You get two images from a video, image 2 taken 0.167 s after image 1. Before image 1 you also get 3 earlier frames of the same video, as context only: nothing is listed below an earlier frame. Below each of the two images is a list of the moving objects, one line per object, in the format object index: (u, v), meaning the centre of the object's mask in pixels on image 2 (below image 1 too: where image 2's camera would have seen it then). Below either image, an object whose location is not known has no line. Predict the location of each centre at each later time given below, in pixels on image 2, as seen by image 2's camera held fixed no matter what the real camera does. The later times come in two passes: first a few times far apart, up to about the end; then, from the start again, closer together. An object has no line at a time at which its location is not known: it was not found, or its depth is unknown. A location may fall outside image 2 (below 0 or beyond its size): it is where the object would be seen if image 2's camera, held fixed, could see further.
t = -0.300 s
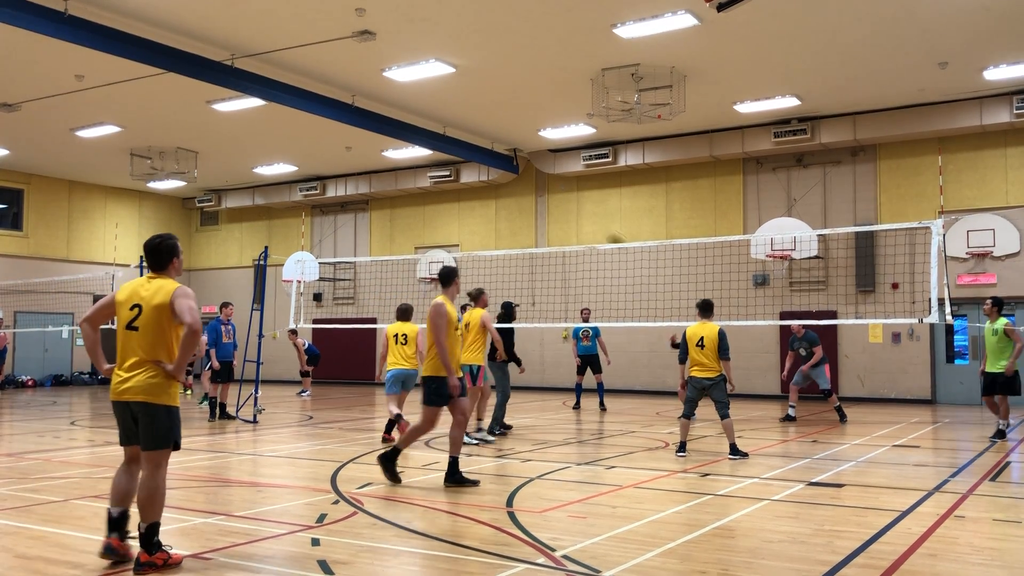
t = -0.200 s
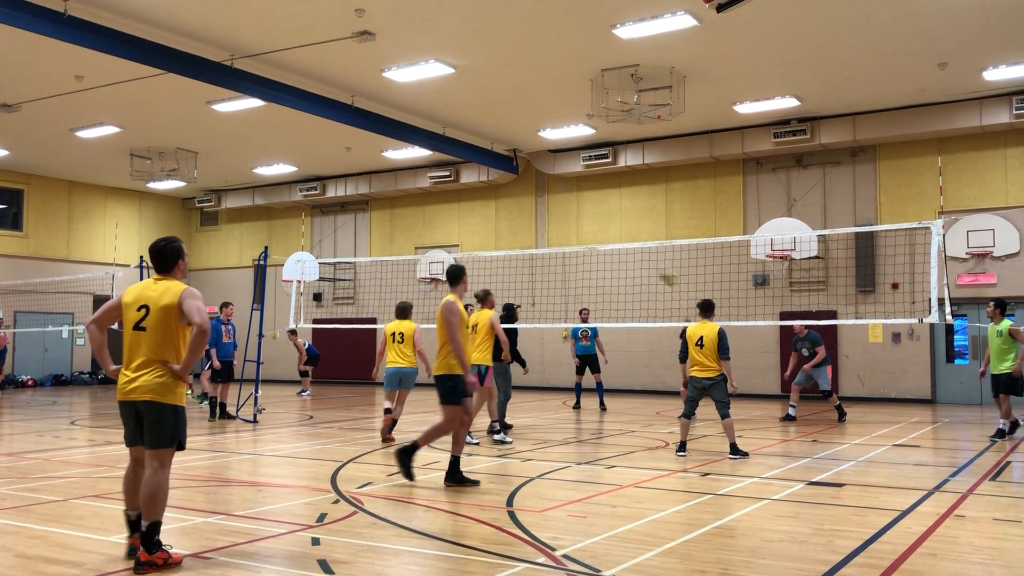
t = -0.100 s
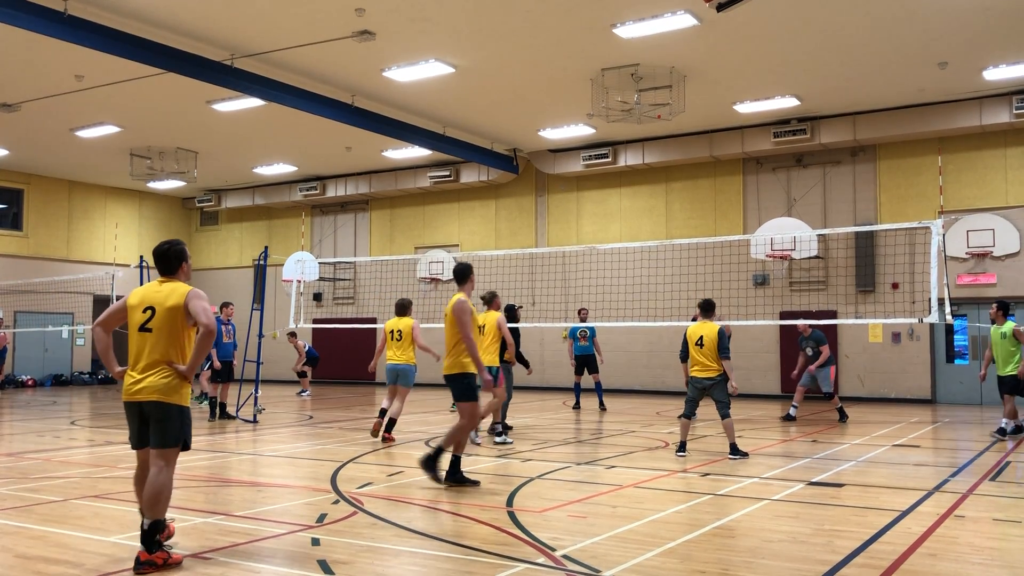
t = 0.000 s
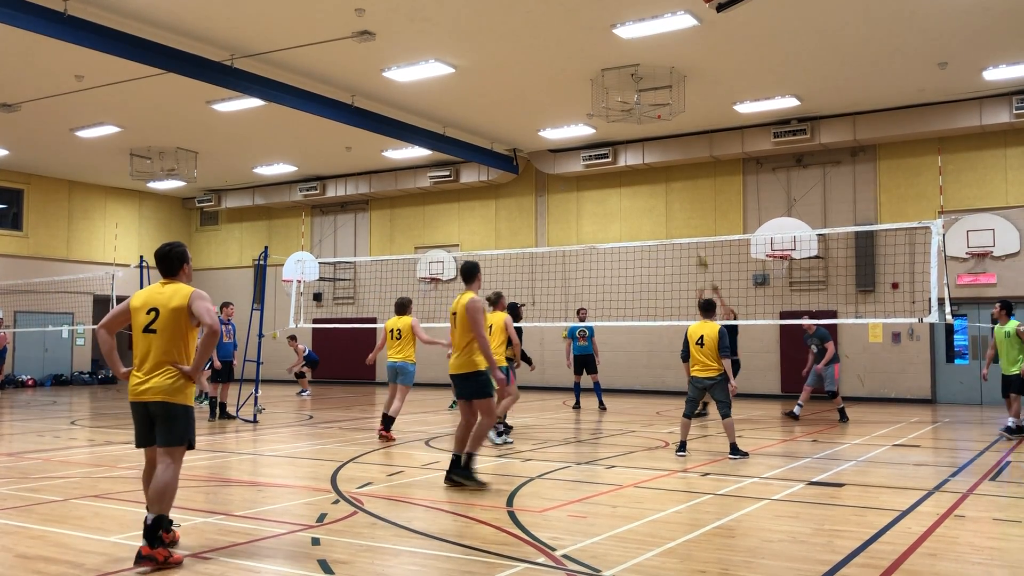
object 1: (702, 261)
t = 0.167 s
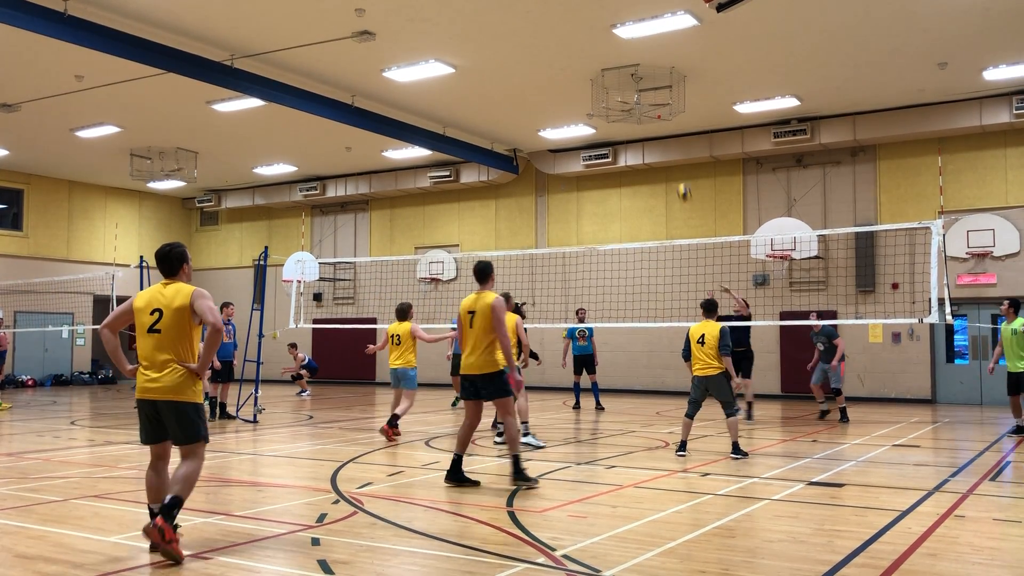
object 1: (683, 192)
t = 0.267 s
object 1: (672, 158)
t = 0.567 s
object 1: (639, 101)
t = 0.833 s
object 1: (609, 96)
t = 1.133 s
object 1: (575, 146)
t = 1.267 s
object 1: (561, 186)
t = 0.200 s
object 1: (679, 180)
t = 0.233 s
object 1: (675, 169)
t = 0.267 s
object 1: (672, 158)
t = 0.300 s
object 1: (668, 150)
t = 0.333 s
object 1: (664, 141)
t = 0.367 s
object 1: (660, 133)
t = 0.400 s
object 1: (657, 126)
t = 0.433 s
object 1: (653, 119)
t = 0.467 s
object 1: (650, 114)
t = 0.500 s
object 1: (646, 109)
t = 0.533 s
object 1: (642, 104)
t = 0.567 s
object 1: (639, 101)
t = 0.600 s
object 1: (635, 98)
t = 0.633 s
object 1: (631, 96)
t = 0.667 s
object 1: (627, 94)
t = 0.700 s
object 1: (624, 94)
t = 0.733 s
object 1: (620, 93)
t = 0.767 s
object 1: (617, 93)
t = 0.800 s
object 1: (613, 94)
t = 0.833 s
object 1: (609, 96)
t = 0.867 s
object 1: (605, 99)
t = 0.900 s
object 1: (601, 102)
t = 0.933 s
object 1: (598, 106)
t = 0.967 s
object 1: (594, 111)
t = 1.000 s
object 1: (591, 116)
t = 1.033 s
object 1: (588, 120)
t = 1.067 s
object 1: (584, 129)
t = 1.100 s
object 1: (580, 140)
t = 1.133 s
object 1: (575, 146)
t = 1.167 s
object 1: (572, 155)
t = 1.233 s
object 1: (564, 176)
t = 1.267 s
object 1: (561, 186)
